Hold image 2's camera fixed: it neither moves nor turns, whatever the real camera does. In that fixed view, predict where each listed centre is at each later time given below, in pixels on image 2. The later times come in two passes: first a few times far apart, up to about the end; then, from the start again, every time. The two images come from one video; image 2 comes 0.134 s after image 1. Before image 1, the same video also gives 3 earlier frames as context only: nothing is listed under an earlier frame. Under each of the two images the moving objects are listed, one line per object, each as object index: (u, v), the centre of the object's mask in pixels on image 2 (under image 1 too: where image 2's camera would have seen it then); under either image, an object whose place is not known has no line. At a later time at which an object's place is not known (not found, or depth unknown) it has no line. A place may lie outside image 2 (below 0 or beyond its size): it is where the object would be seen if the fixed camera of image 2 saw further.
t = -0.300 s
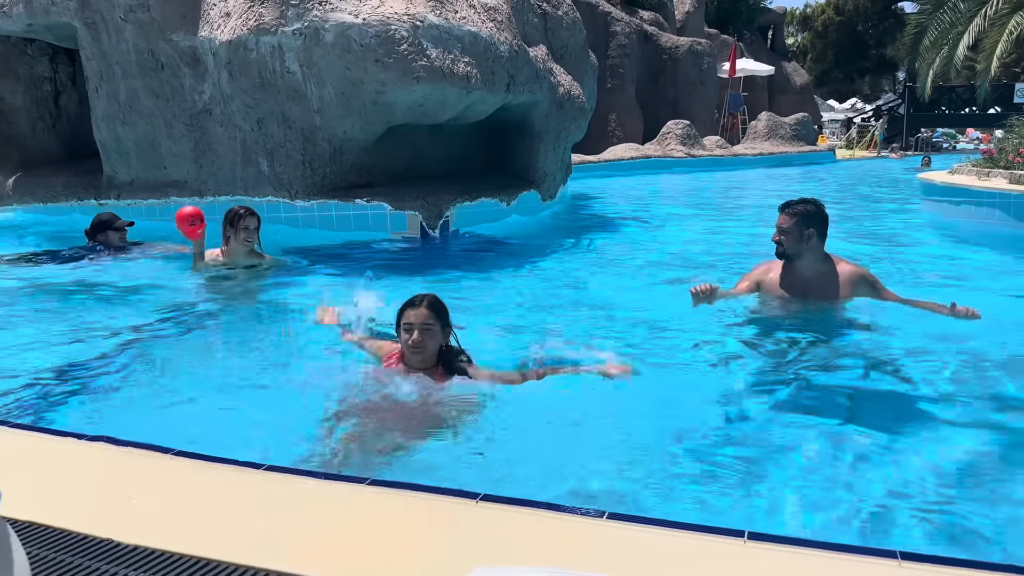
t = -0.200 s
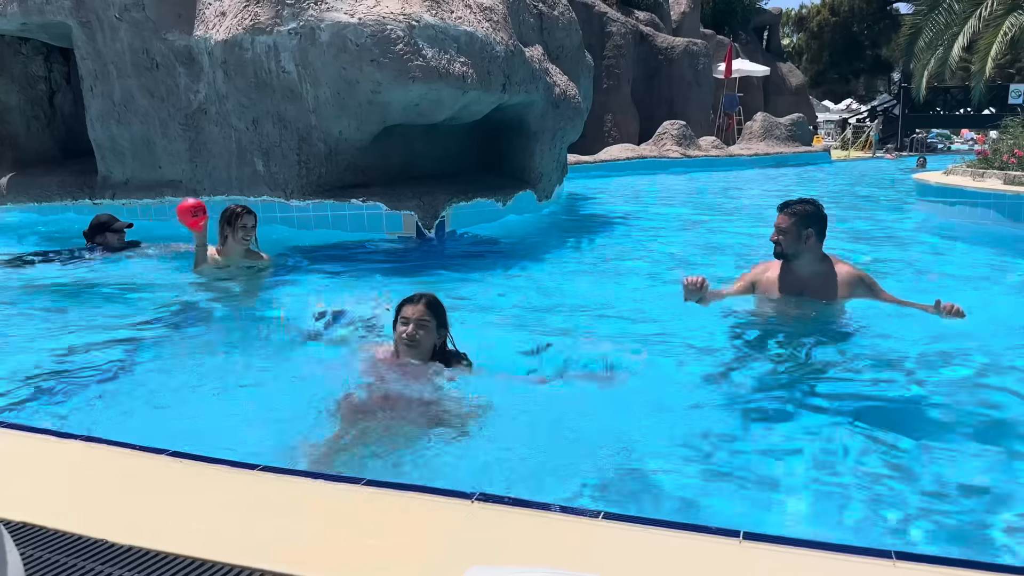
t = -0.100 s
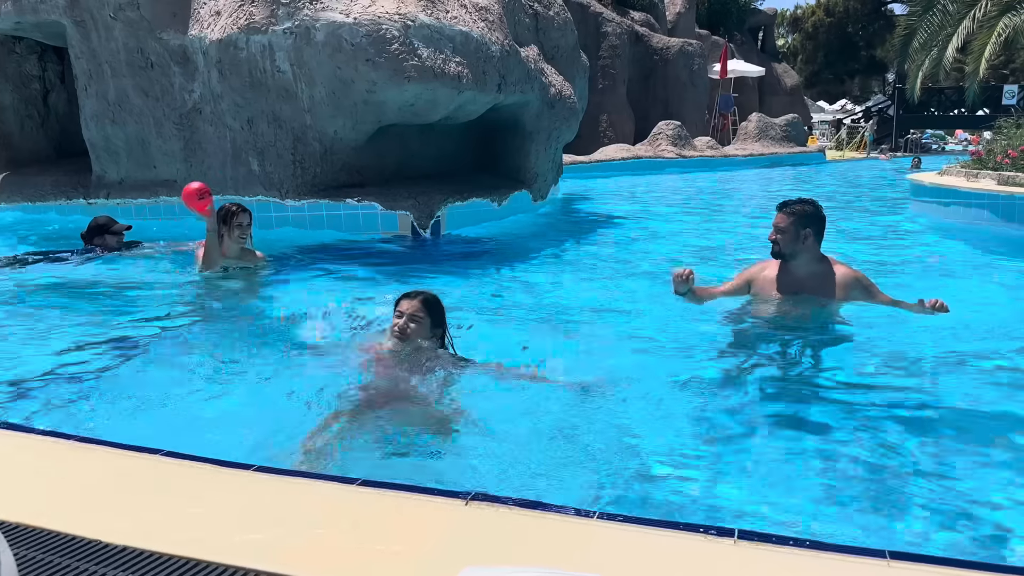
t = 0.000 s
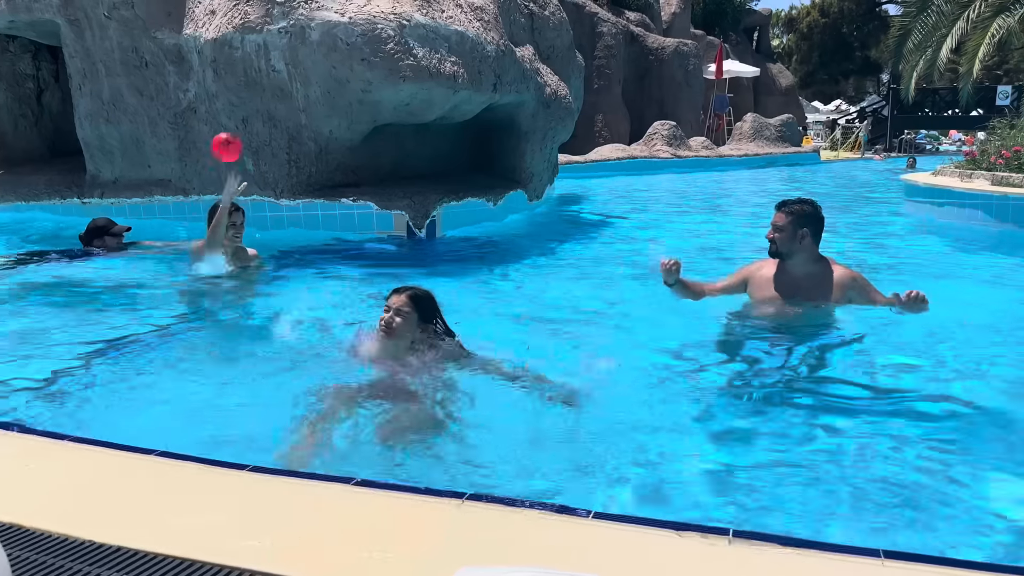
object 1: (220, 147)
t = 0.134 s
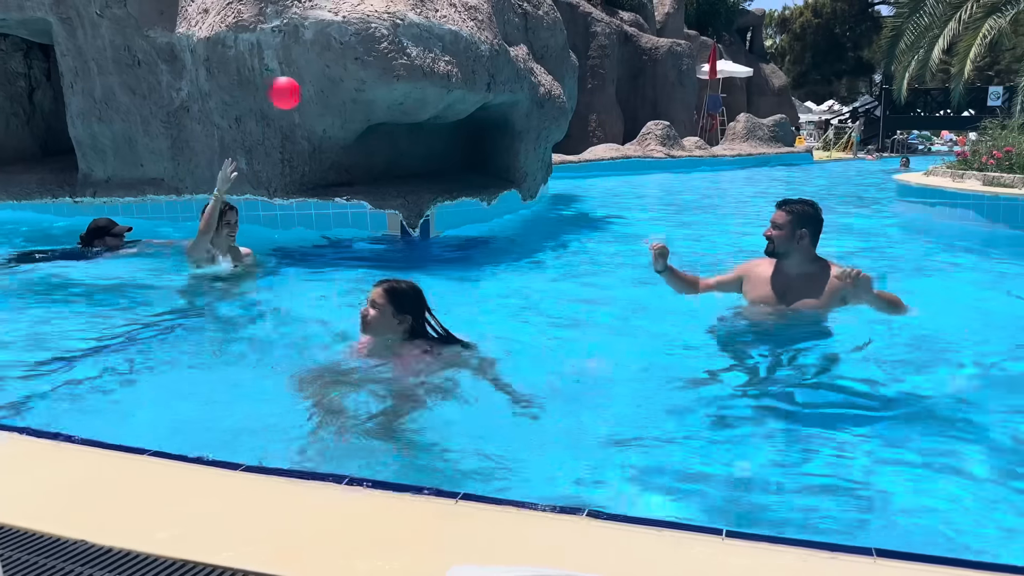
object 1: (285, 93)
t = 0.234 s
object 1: (341, 75)
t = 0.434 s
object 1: (475, 111)
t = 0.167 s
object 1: (303, 85)
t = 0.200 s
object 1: (321, 79)
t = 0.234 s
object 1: (341, 75)
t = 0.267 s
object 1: (362, 74)
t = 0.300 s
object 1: (383, 76)
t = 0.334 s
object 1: (405, 80)
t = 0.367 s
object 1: (428, 87)
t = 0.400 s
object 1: (451, 98)
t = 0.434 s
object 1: (475, 111)
